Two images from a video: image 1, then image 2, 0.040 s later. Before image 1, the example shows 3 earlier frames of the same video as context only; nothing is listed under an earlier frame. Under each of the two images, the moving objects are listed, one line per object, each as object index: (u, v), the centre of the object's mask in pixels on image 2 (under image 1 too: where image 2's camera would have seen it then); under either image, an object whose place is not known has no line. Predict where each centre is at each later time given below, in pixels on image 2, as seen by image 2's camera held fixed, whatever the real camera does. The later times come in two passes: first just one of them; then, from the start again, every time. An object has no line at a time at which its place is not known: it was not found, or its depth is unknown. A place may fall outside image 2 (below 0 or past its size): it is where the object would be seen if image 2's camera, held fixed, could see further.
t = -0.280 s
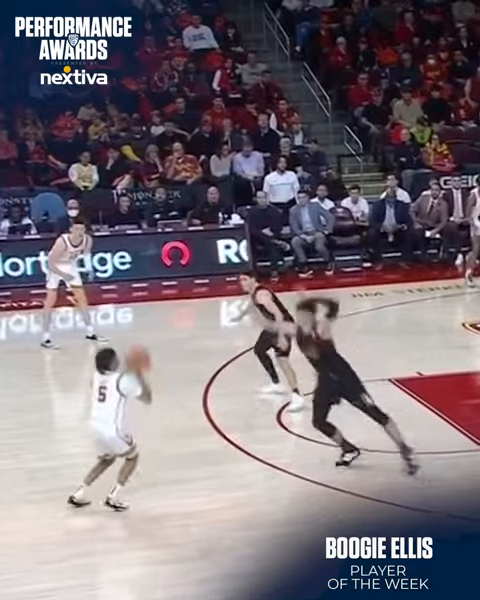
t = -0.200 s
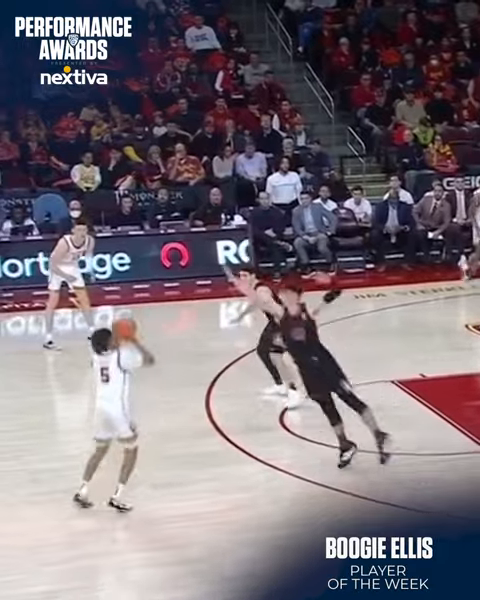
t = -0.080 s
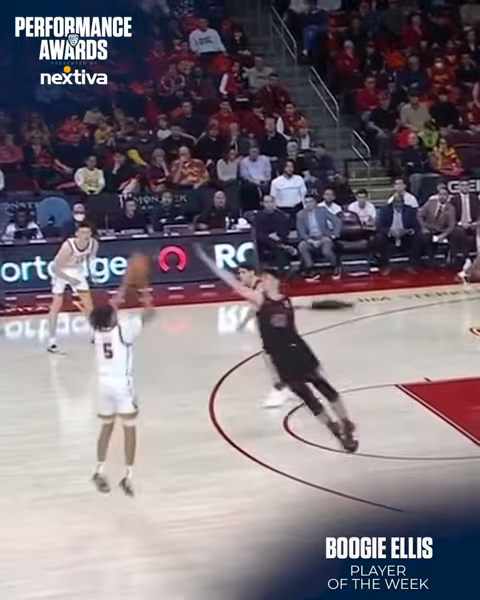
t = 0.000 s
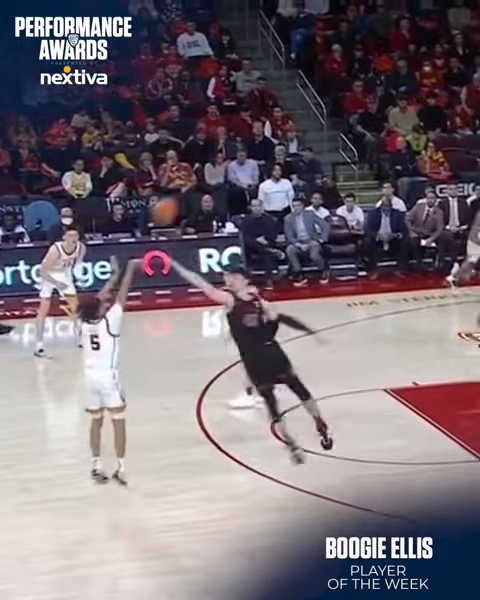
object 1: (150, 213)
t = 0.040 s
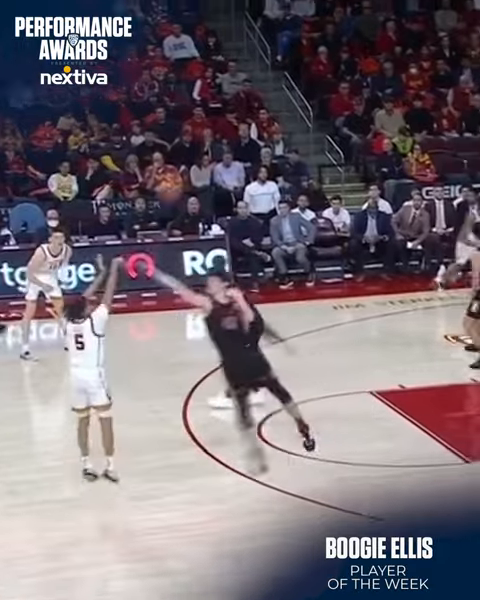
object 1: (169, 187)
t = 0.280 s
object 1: (301, 64)
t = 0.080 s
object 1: (197, 161)
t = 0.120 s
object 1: (214, 141)
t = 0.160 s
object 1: (238, 117)
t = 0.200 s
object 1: (259, 98)
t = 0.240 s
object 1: (277, 82)
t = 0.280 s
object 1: (301, 64)
